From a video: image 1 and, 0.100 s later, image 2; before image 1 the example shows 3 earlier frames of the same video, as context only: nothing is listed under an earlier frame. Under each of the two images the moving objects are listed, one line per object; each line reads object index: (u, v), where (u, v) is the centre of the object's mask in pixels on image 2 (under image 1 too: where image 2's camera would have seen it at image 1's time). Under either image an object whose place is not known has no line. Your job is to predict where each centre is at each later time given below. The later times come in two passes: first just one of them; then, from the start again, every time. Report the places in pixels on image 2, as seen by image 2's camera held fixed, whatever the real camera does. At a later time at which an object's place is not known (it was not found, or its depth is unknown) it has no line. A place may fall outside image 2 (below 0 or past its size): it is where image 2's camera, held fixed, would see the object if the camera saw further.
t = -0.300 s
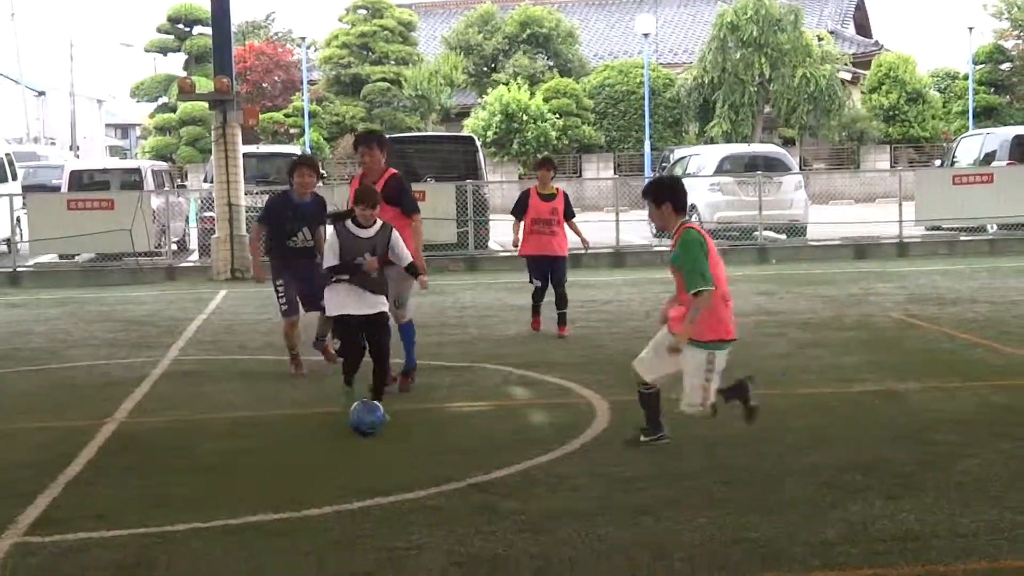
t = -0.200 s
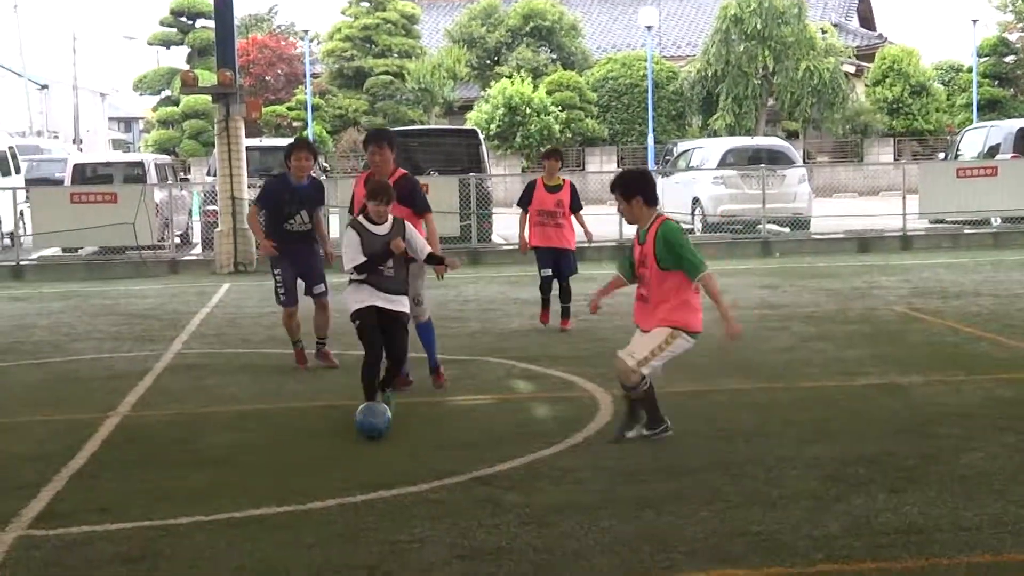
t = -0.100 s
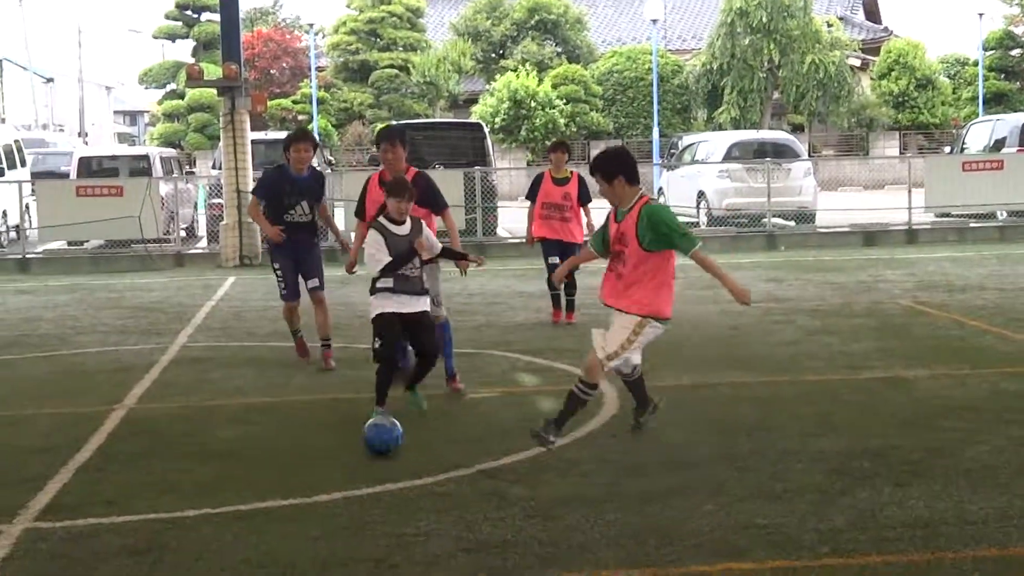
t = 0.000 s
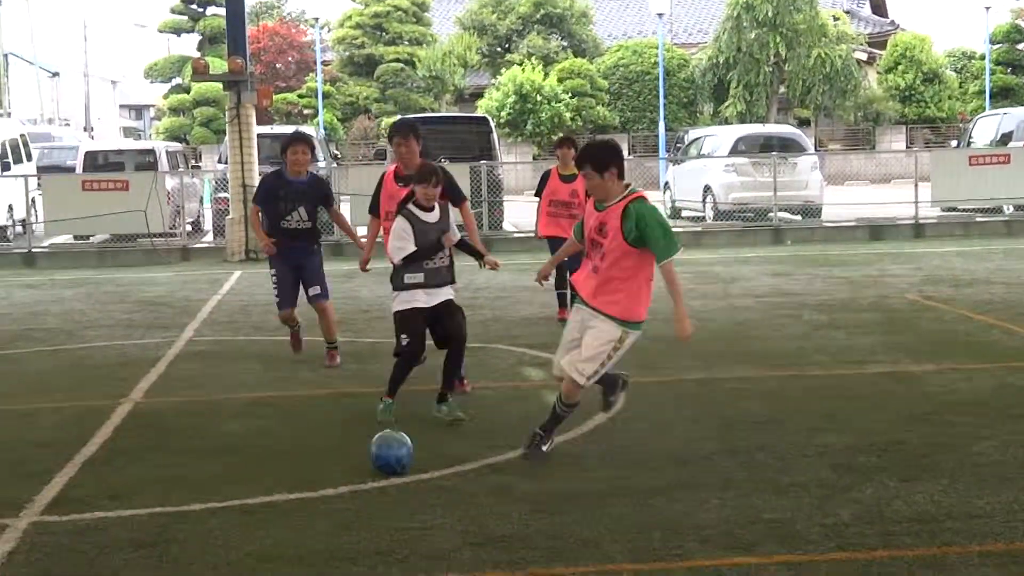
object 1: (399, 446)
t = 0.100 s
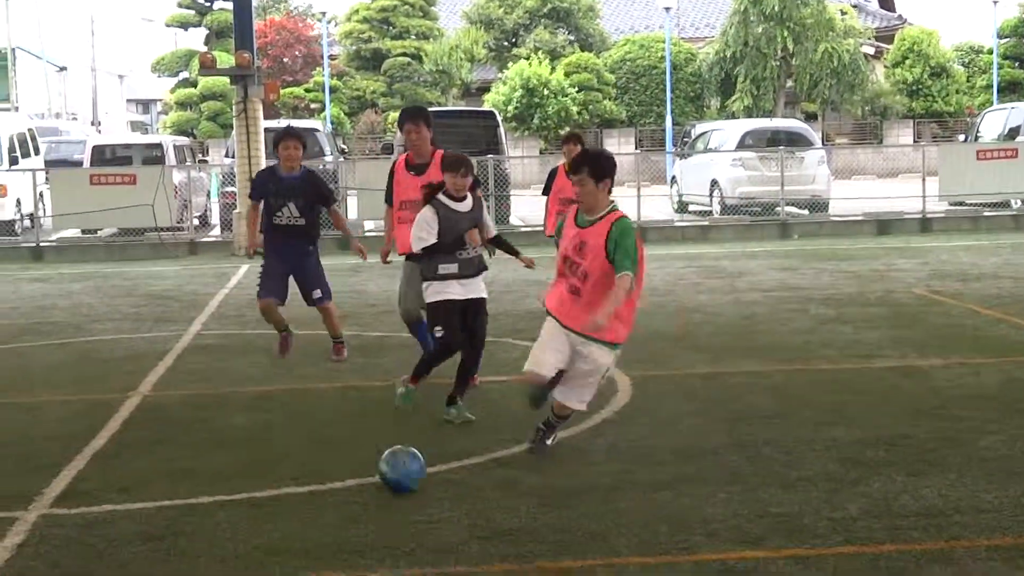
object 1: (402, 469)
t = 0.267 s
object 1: (405, 511)
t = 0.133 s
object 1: (402, 477)
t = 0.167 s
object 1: (402, 487)
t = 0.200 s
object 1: (404, 492)
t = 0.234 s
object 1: (404, 502)
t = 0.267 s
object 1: (405, 511)
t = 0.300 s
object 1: (406, 518)
